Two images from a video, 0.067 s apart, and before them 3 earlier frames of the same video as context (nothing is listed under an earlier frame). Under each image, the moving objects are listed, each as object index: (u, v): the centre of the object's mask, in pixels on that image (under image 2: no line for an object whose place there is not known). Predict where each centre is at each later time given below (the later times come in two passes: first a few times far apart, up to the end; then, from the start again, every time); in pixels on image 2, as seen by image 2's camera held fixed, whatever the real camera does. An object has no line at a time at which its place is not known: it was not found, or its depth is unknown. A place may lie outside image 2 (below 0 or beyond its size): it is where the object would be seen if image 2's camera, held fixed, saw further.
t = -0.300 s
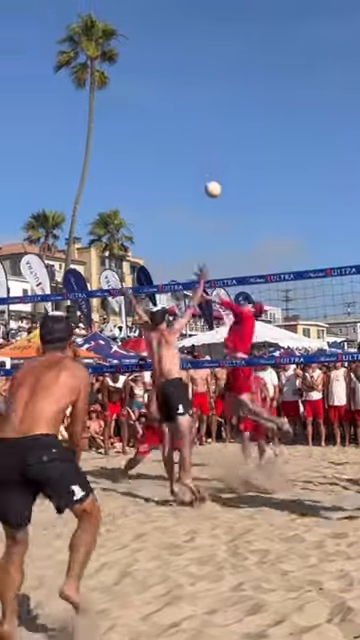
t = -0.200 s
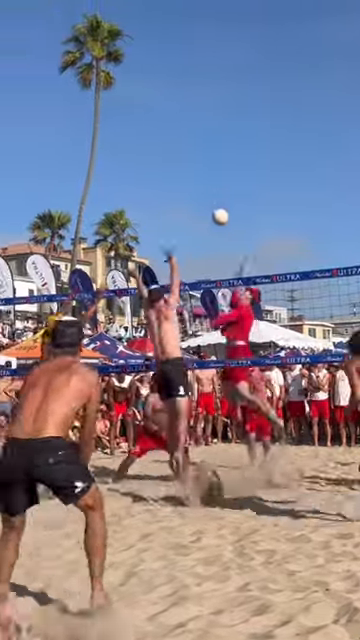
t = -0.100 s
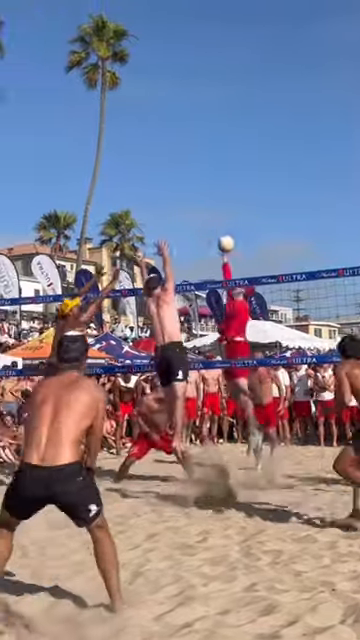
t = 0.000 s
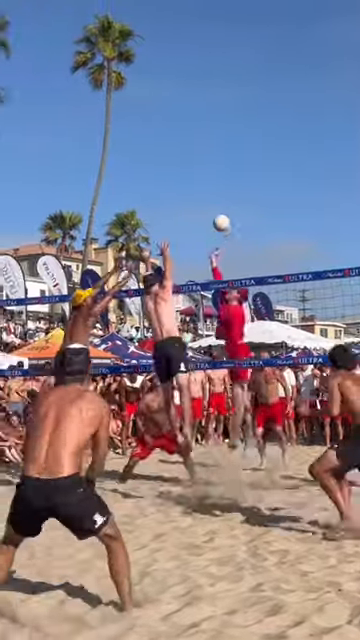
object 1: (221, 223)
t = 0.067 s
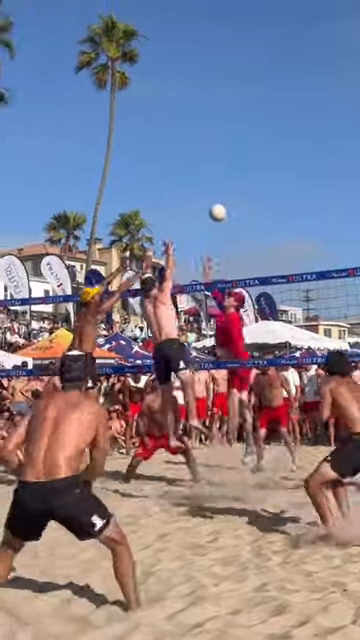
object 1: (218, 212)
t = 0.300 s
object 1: (190, 205)
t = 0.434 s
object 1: (173, 223)
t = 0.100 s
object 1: (214, 209)
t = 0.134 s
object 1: (210, 206)
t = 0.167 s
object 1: (206, 204)
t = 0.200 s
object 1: (202, 203)
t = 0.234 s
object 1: (198, 203)
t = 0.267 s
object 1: (194, 203)
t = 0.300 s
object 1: (190, 205)
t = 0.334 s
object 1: (185, 208)
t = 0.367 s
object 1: (182, 212)
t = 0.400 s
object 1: (177, 217)
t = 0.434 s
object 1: (173, 223)
